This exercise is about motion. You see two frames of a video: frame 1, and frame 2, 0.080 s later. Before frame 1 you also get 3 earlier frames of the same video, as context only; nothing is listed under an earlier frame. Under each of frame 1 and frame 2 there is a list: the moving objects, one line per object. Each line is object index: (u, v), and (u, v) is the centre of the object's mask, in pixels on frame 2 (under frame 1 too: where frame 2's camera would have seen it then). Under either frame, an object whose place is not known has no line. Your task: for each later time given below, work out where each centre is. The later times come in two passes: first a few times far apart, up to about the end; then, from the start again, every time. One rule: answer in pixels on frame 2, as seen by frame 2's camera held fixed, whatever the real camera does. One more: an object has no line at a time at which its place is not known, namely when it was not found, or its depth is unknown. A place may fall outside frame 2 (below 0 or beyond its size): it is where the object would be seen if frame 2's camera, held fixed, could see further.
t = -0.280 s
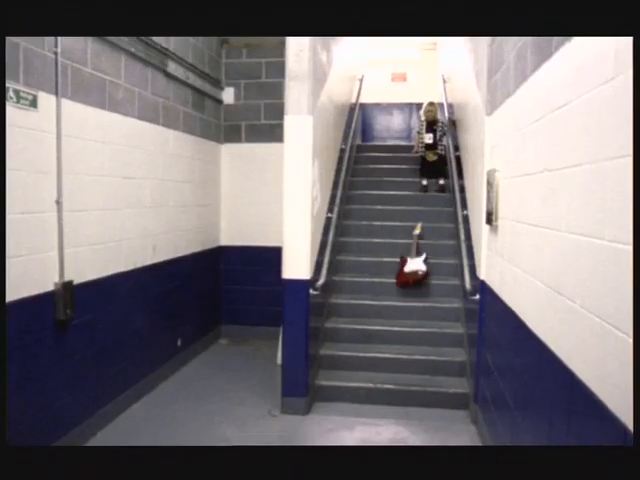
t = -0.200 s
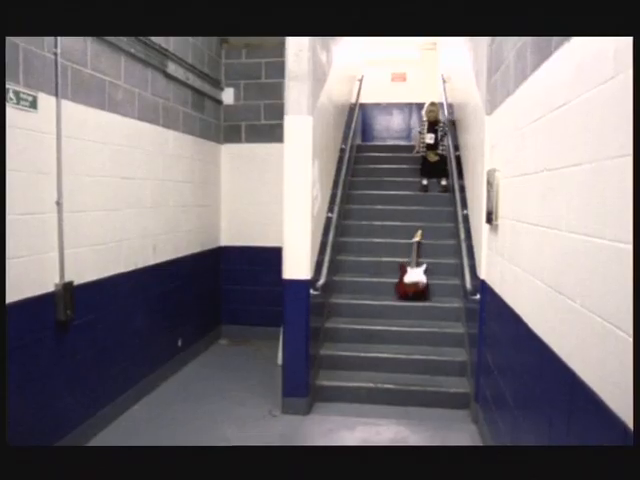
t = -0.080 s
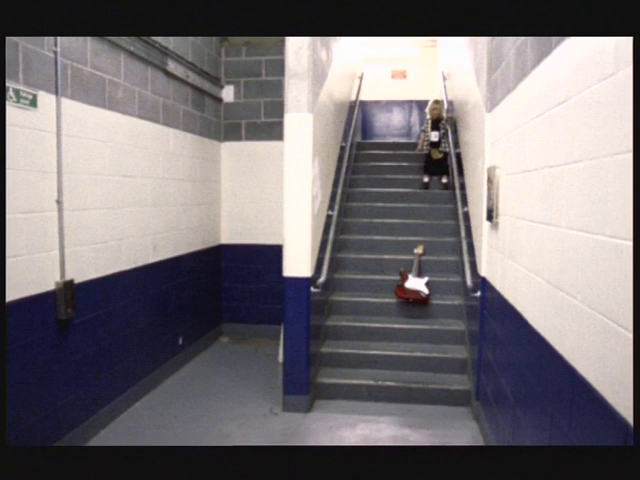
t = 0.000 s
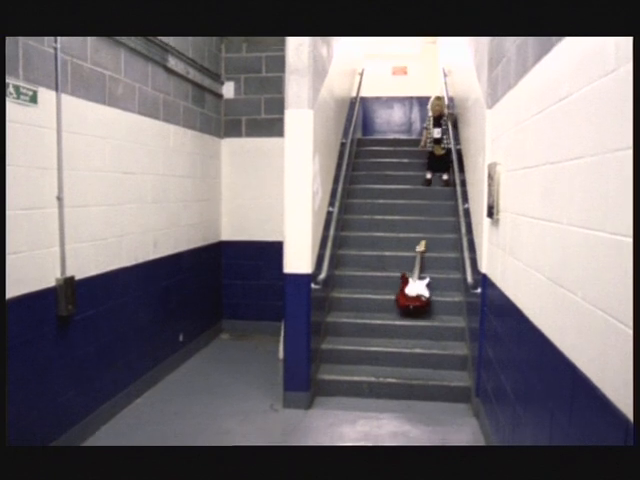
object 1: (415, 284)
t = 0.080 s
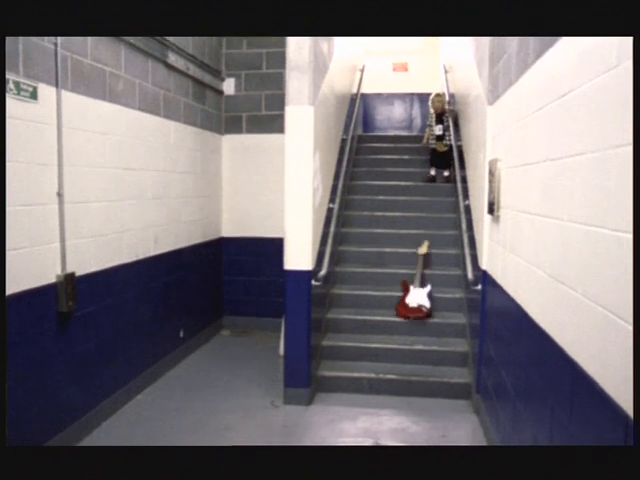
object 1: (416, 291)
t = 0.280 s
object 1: (419, 317)
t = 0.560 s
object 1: (421, 344)
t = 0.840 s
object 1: (421, 378)
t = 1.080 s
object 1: (420, 397)
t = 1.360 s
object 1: (419, 410)
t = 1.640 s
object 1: (418, 410)
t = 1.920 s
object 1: (418, 410)
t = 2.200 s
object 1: (417, 410)
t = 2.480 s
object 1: (418, 410)
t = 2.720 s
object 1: (417, 410)
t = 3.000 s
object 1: (417, 410)
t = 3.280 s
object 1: (417, 410)
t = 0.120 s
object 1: (417, 297)
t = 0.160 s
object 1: (417, 306)
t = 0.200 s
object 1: (417, 311)
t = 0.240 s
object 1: (418, 313)
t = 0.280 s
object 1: (419, 317)
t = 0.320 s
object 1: (419, 318)
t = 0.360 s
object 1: (419, 322)
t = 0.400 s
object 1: (420, 326)
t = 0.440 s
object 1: (420, 329)
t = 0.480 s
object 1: (420, 336)
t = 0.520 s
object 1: (422, 338)
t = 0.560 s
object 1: (421, 344)
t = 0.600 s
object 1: (421, 350)
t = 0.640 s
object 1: (421, 353)
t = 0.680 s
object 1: (420, 358)
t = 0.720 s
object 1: (421, 363)
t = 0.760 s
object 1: (421, 369)
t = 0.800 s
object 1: (421, 374)
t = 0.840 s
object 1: (421, 378)
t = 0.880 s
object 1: (422, 381)
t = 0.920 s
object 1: (421, 385)
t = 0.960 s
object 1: (421, 388)
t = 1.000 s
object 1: (420, 392)
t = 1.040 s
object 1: (420, 396)
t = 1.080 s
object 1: (420, 397)
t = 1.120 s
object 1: (420, 400)
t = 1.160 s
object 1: (420, 402)
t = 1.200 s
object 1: (419, 407)
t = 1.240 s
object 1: (420, 406)
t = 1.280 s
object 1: (420, 408)
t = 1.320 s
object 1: (420, 408)
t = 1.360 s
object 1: (419, 410)
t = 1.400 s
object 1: (419, 410)
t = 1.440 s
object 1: (418, 410)
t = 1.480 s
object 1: (419, 410)
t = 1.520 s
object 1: (419, 410)
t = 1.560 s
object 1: (419, 410)
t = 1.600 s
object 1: (419, 410)
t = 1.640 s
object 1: (418, 410)
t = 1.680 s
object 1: (418, 410)
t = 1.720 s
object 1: (418, 410)
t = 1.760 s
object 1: (418, 410)
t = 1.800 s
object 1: (418, 410)
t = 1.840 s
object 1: (418, 410)
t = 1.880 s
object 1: (418, 410)
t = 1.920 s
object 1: (418, 410)
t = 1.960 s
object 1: (418, 410)
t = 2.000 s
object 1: (417, 410)
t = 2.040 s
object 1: (417, 410)
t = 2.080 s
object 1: (418, 410)
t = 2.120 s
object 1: (417, 410)
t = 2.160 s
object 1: (417, 410)
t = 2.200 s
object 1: (417, 410)
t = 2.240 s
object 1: (417, 410)
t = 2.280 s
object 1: (417, 410)
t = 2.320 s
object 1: (418, 410)
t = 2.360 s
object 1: (417, 410)
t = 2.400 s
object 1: (417, 410)
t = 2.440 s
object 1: (417, 410)
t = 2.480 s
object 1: (418, 410)
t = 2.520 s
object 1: (417, 410)
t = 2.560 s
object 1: (417, 410)
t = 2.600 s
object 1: (417, 410)
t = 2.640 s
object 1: (417, 410)
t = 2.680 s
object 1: (417, 410)
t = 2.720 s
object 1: (417, 410)
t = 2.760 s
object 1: (418, 410)
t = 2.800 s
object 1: (417, 410)
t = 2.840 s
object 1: (417, 410)
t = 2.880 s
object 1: (417, 410)
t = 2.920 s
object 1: (417, 410)
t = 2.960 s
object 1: (417, 410)
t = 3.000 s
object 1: (417, 410)
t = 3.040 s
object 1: (417, 410)
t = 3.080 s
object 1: (417, 410)
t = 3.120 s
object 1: (417, 410)
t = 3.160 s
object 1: (417, 410)
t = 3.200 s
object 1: (417, 410)
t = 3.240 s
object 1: (418, 410)
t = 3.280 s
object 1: (417, 410)
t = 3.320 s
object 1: (418, 410)
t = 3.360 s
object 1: (417, 410)
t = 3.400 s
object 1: (417, 410)
